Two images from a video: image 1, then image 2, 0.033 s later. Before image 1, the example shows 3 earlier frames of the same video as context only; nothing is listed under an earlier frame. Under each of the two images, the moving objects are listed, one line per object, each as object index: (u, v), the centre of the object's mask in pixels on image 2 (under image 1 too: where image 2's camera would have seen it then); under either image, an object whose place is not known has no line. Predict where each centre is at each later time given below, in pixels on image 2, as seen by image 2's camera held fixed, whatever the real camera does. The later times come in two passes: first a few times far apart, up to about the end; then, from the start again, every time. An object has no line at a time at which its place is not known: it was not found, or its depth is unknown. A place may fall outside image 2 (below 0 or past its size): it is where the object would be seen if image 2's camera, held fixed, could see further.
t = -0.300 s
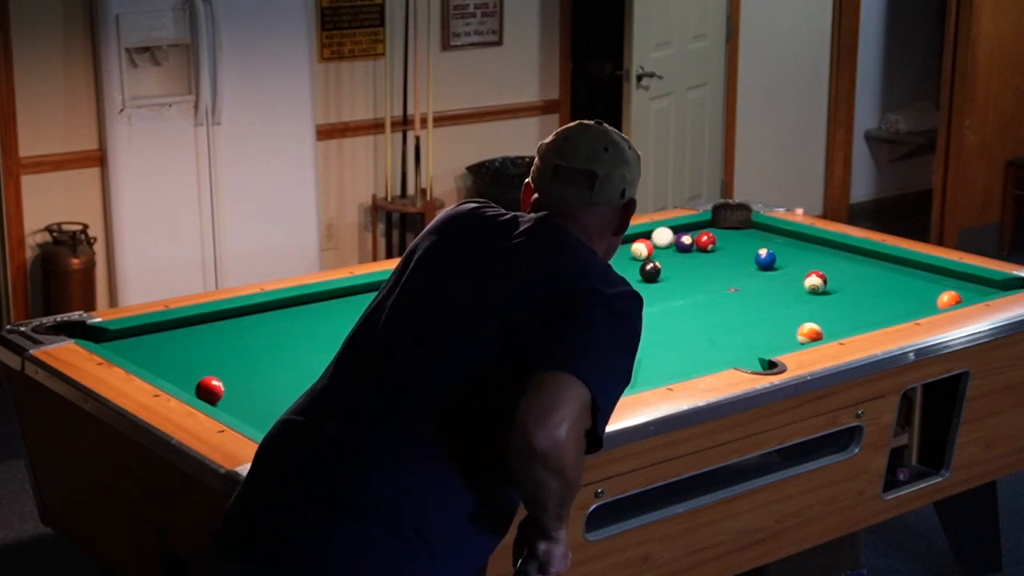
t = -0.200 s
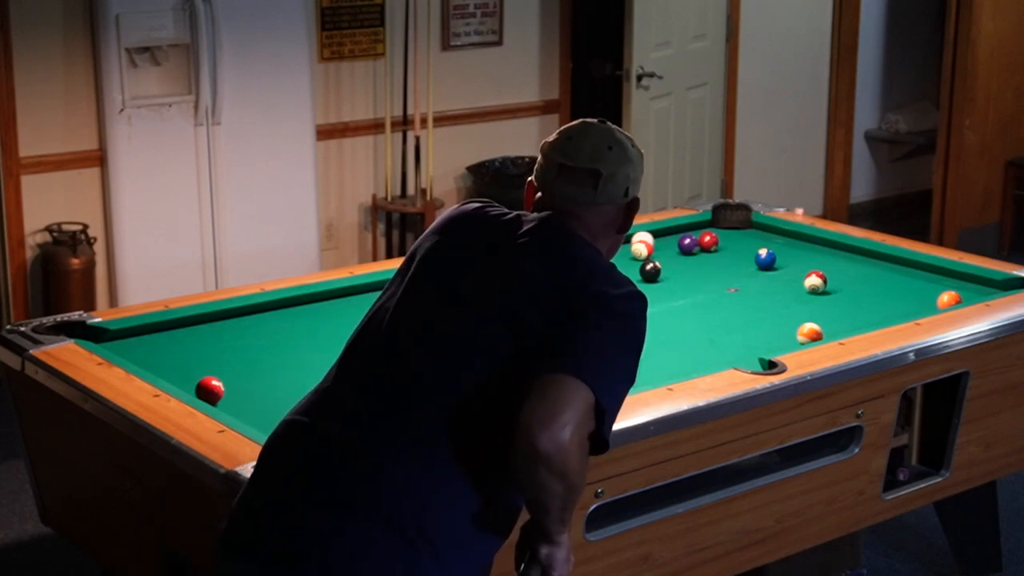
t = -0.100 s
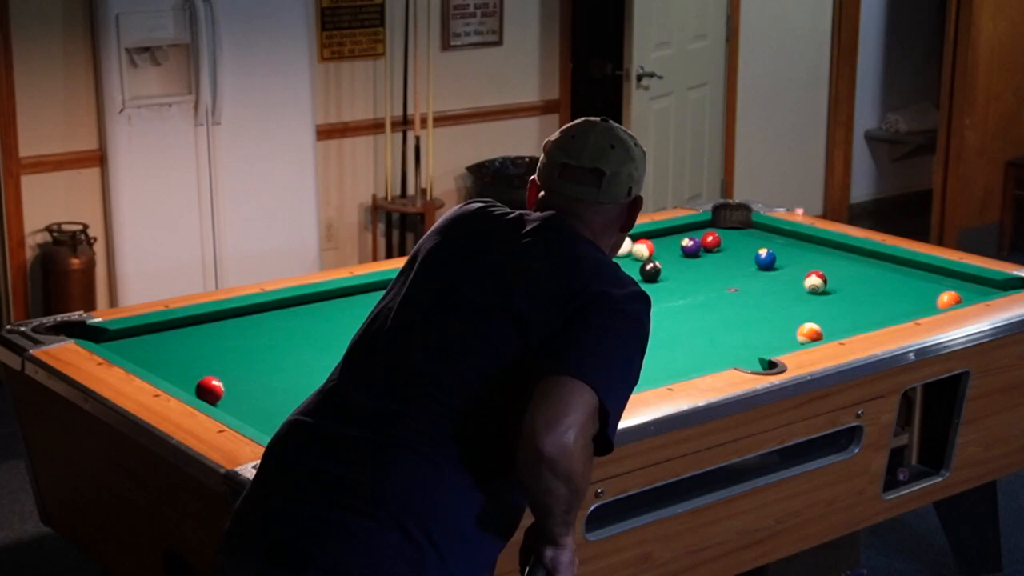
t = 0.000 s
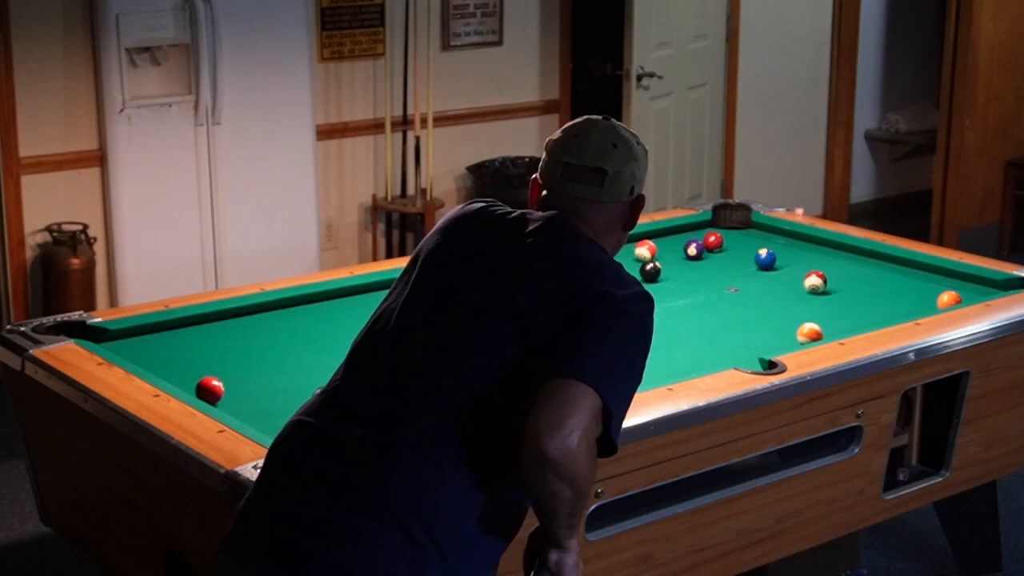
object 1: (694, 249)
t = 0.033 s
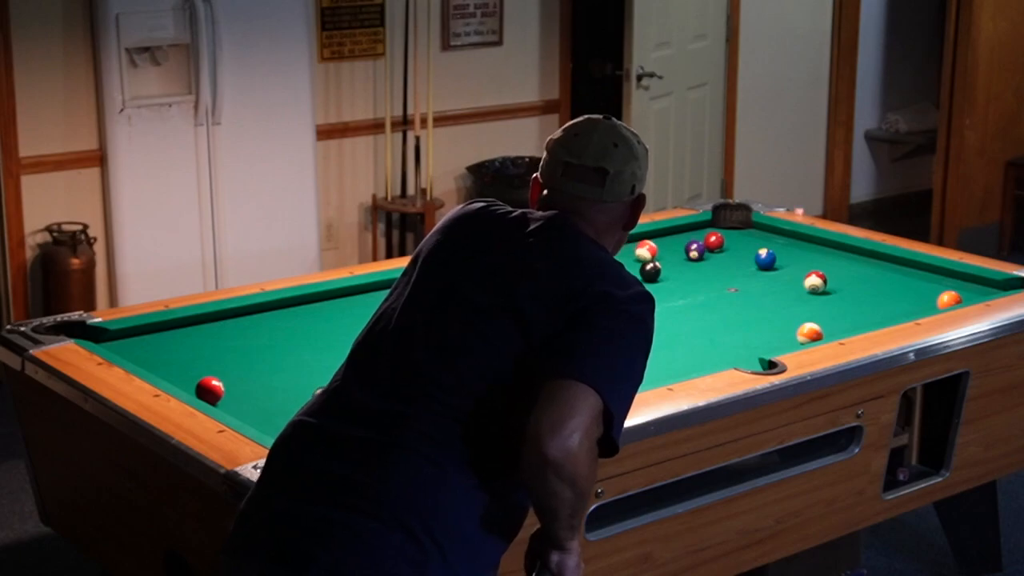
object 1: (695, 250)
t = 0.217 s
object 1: (700, 254)
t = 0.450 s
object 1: (706, 260)
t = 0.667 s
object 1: (711, 264)
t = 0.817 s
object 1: (714, 267)
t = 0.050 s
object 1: (695, 251)
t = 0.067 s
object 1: (696, 251)
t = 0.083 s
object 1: (696, 251)
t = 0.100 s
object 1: (696, 252)
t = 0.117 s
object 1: (697, 252)
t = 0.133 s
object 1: (697, 252)
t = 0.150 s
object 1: (698, 253)
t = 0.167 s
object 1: (698, 253)
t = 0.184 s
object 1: (699, 253)
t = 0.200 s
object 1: (699, 254)
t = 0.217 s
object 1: (700, 254)
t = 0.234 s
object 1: (700, 254)
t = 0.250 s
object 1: (701, 255)
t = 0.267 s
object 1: (701, 255)
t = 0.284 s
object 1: (701, 256)
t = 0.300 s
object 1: (702, 256)
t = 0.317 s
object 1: (702, 257)
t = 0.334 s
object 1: (703, 257)
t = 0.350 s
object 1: (703, 257)
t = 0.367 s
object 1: (704, 258)
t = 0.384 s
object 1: (704, 258)
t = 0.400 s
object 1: (705, 258)
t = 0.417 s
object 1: (705, 259)
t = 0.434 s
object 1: (705, 259)
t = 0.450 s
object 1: (706, 260)
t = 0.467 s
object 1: (706, 260)
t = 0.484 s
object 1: (707, 260)
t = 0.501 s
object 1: (707, 260)
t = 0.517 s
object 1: (707, 260)
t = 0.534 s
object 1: (708, 261)
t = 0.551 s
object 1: (708, 261)
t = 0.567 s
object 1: (708, 262)
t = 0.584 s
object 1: (709, 262)
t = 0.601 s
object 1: (709, 262)
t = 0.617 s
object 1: (710, 263)
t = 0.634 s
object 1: (710, 263)
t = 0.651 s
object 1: (711, 264)
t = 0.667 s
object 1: (711, 264)
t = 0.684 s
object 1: (711, 264)
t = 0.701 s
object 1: (712, 265)
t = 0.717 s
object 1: (712, 265)
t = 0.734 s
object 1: (713, 265)
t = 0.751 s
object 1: (713, 265)
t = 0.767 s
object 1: (713, 266)
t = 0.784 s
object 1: (714, 266)
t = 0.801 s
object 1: (714, 266)
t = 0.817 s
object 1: (714, 267)
